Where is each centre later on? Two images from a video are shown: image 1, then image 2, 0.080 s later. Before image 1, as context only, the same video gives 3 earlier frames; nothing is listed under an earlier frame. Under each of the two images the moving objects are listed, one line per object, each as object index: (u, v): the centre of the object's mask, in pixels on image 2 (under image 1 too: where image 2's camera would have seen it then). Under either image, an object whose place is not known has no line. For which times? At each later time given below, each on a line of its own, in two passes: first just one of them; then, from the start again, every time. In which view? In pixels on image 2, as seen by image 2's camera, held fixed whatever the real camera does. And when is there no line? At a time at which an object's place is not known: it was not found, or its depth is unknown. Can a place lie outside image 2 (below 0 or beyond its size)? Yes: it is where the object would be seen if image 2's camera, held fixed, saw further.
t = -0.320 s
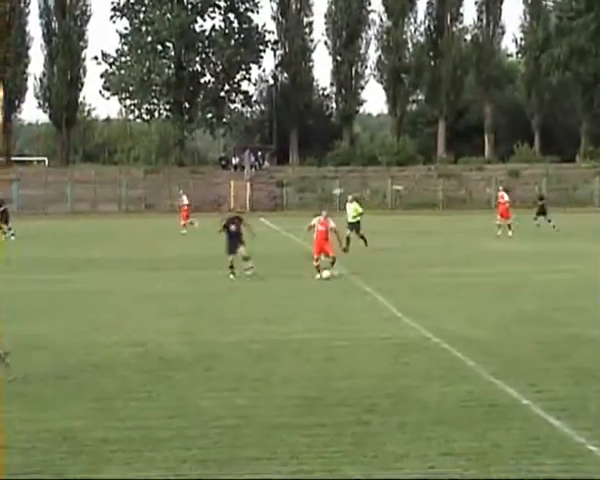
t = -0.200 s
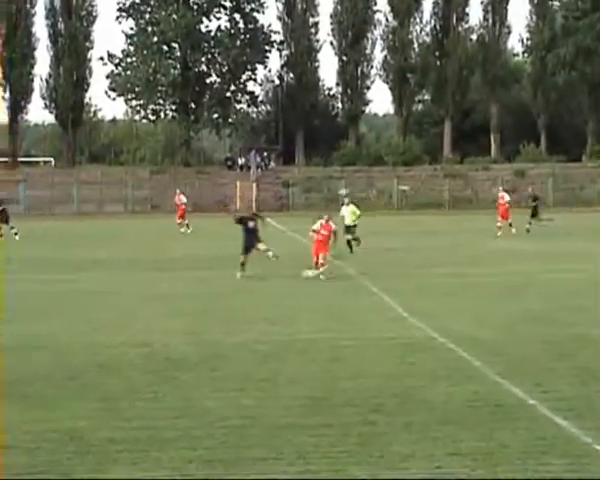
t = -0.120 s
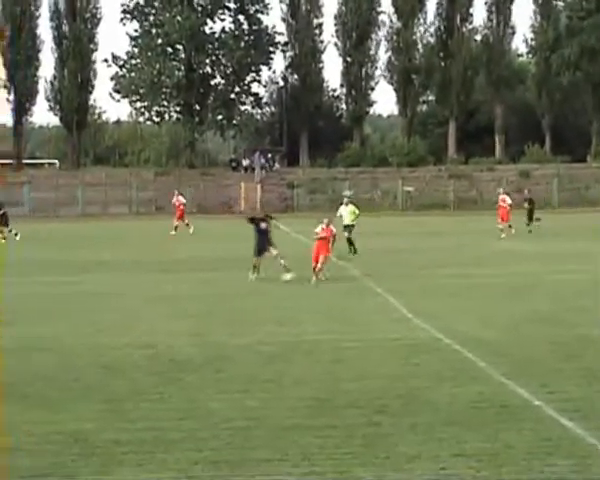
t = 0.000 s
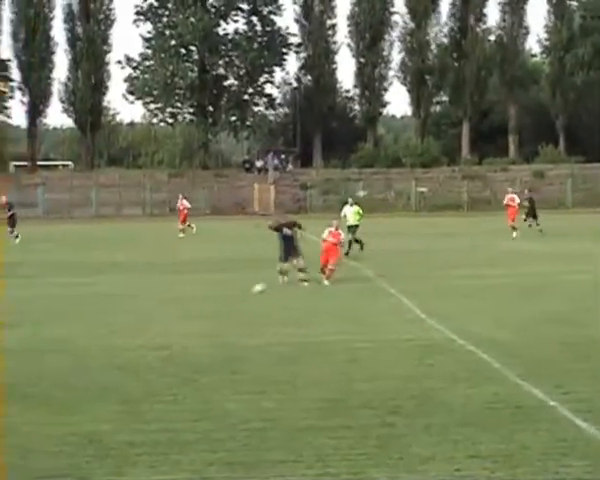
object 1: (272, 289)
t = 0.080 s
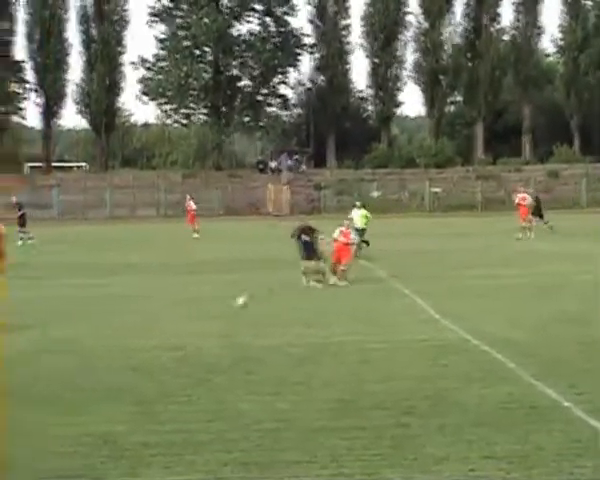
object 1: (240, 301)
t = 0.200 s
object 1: (201, 302)
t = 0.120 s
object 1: (227, 303)
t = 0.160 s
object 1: (213, 302)
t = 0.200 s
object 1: (201, 302)
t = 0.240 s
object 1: (188, 304)
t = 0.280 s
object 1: (173, 306)
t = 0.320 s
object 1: (161, 310)
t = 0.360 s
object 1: (147, 316)
